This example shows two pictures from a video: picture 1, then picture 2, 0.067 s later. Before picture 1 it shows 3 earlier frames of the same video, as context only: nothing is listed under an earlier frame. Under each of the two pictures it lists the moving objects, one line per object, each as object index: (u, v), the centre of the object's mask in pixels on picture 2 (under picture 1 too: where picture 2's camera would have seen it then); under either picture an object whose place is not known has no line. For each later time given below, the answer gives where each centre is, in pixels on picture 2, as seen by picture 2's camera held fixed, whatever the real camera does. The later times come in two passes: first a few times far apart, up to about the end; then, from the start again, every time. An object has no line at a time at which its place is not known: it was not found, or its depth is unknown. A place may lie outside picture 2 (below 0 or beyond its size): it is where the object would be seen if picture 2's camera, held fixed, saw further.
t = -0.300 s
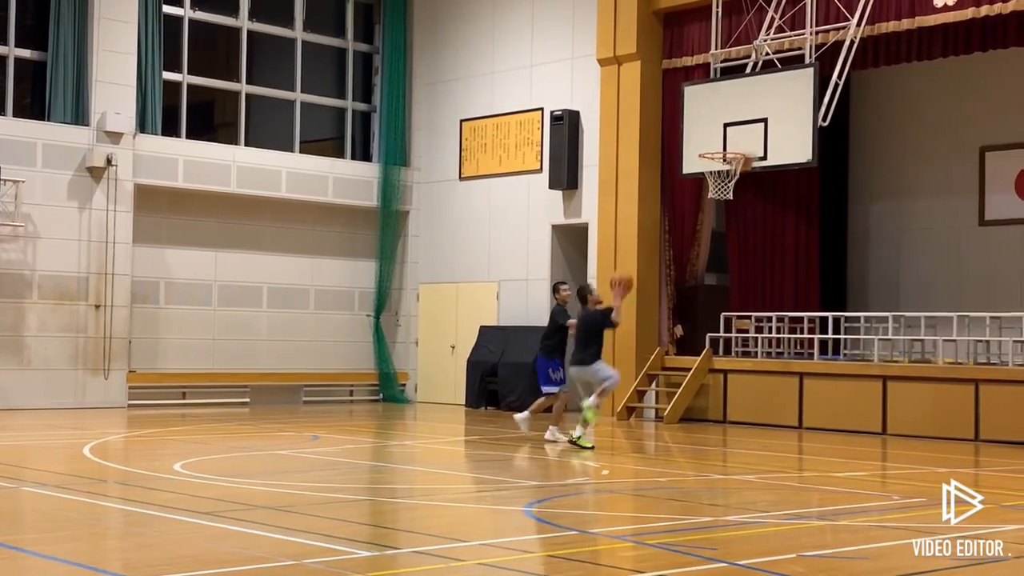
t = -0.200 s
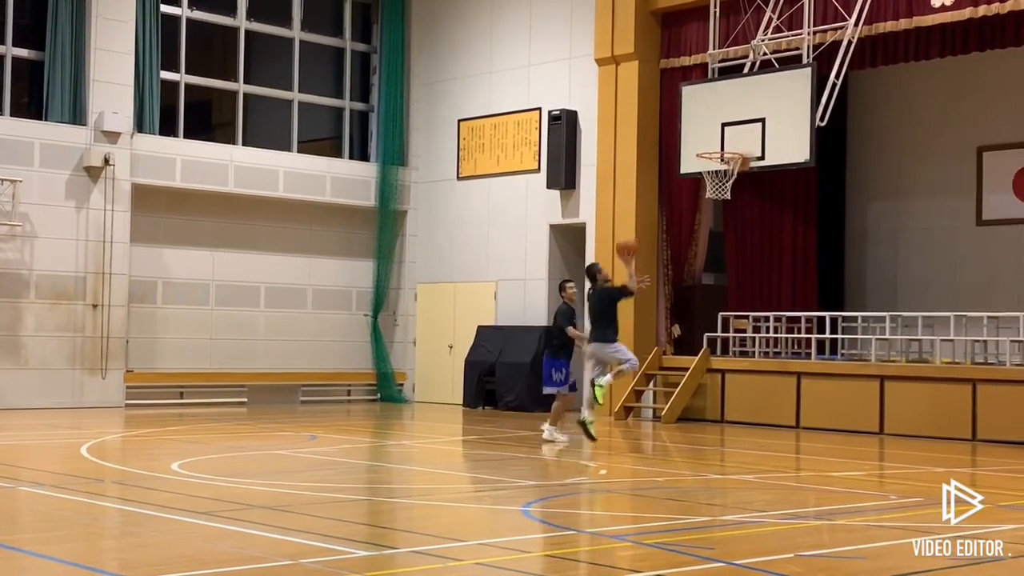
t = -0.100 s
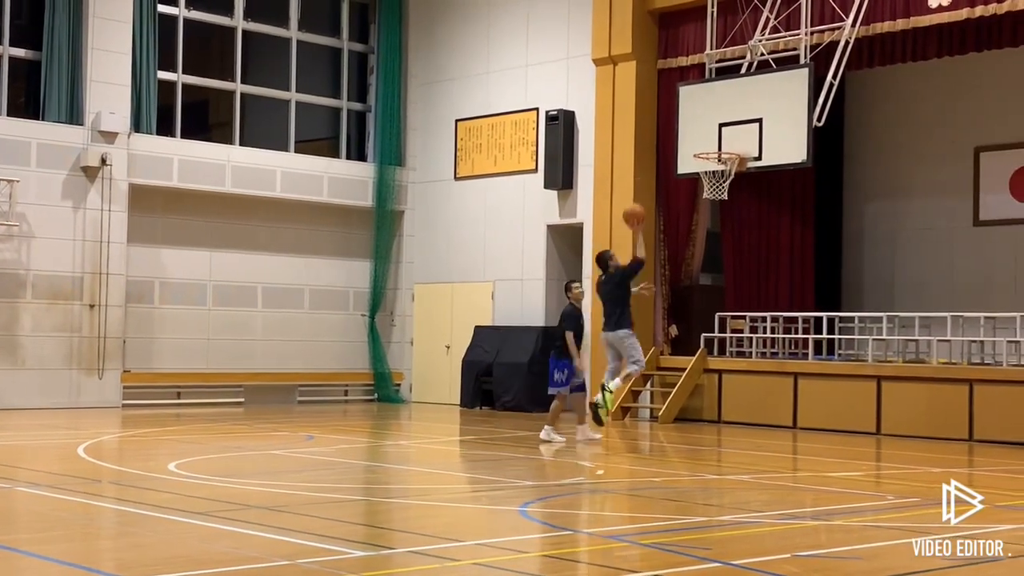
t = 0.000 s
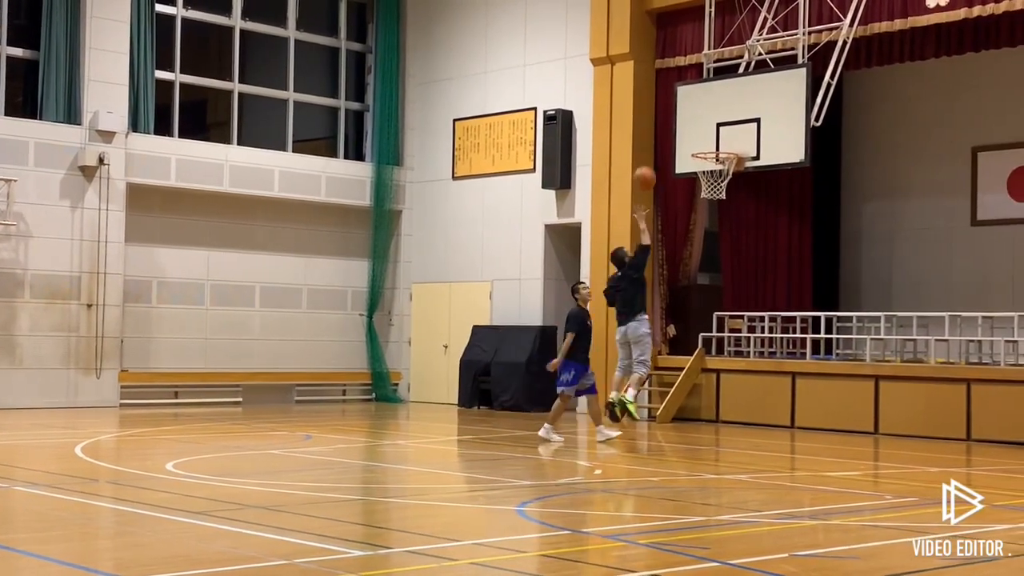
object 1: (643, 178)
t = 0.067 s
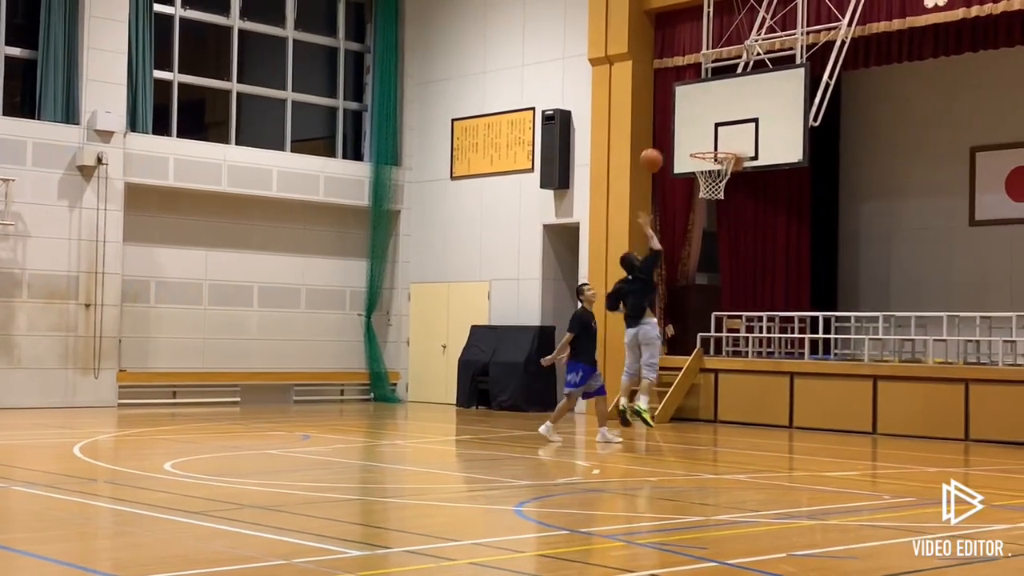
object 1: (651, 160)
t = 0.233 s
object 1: (670, 134)
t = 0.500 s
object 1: (699, 144)
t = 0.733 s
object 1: (723, 183)
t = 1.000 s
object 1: (727, 214)
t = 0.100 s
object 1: (655, 153)
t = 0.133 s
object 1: (658, 147)
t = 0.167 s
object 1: (662, 141)
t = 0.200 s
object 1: (666, 137)
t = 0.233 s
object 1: (670, 134)
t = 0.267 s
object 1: (673, 132)
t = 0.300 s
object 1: (677, 131)
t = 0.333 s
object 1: (681, 131)
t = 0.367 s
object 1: (685, 132)
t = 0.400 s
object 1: (688, 134)
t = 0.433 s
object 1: (692, 137)
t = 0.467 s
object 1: (695, 141)
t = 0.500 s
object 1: (699, 144)
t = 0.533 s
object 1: (703, 146)
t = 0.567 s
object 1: (707, 153)
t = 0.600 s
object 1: (710, 160)
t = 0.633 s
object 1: (715, 166)
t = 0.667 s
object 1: (718, 170)
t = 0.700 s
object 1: (724, 178)
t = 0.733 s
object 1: (723, 183)
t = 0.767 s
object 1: (724, 184)
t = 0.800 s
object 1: (725, 186)
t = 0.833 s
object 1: (726, 188)
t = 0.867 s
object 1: (726, 192)
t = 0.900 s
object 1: (726, 195)
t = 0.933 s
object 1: (727, 201)
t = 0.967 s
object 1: (727, 206)
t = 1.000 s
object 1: (727, 214)
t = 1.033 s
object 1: (727, 222)
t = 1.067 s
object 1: (727, 231)
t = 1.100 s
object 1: (727, 241)
